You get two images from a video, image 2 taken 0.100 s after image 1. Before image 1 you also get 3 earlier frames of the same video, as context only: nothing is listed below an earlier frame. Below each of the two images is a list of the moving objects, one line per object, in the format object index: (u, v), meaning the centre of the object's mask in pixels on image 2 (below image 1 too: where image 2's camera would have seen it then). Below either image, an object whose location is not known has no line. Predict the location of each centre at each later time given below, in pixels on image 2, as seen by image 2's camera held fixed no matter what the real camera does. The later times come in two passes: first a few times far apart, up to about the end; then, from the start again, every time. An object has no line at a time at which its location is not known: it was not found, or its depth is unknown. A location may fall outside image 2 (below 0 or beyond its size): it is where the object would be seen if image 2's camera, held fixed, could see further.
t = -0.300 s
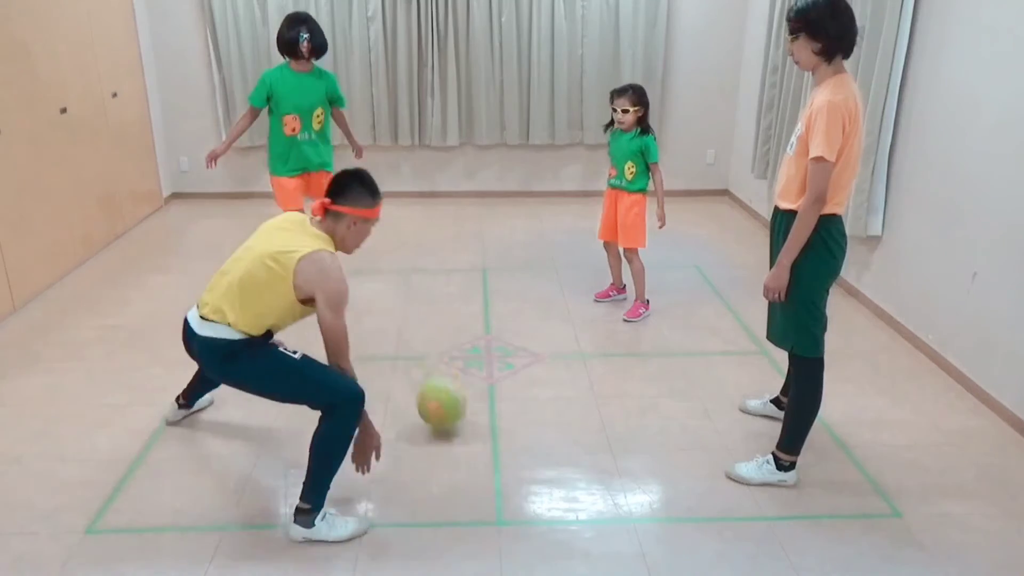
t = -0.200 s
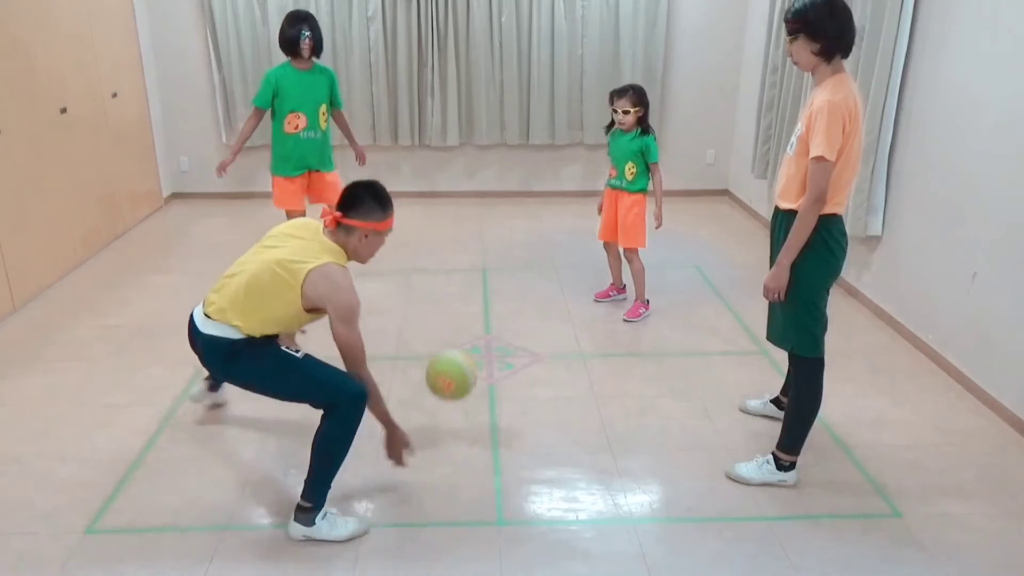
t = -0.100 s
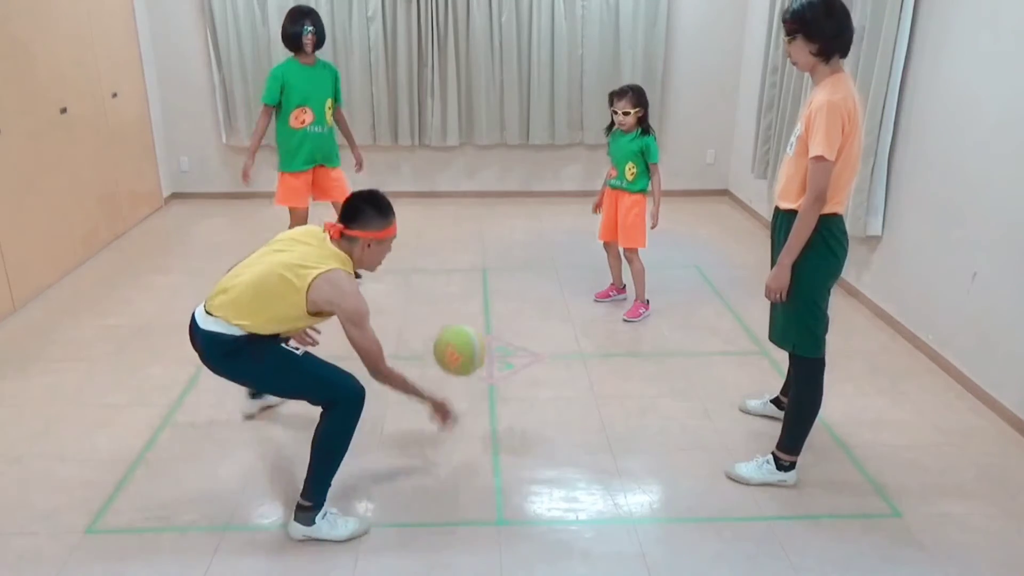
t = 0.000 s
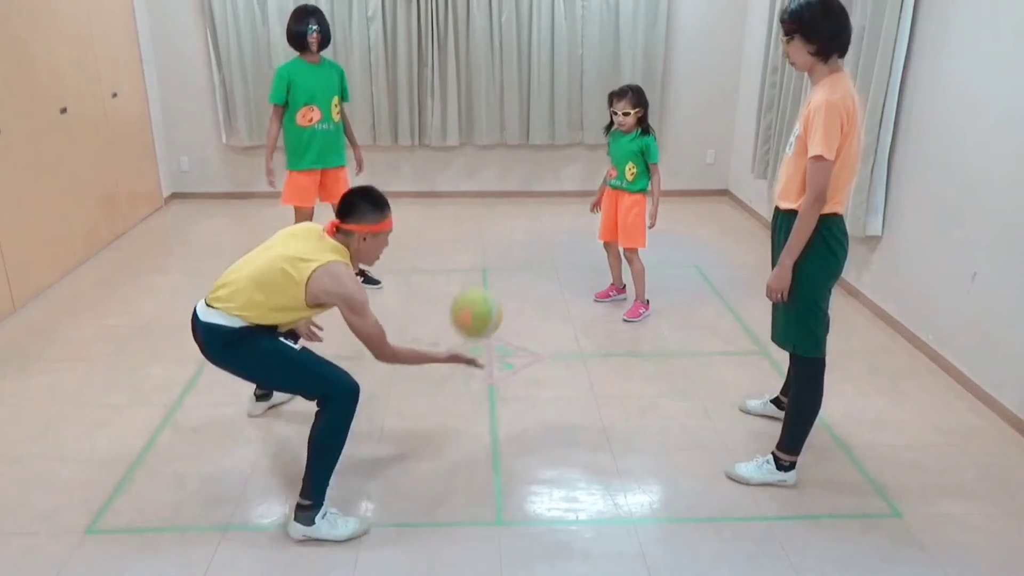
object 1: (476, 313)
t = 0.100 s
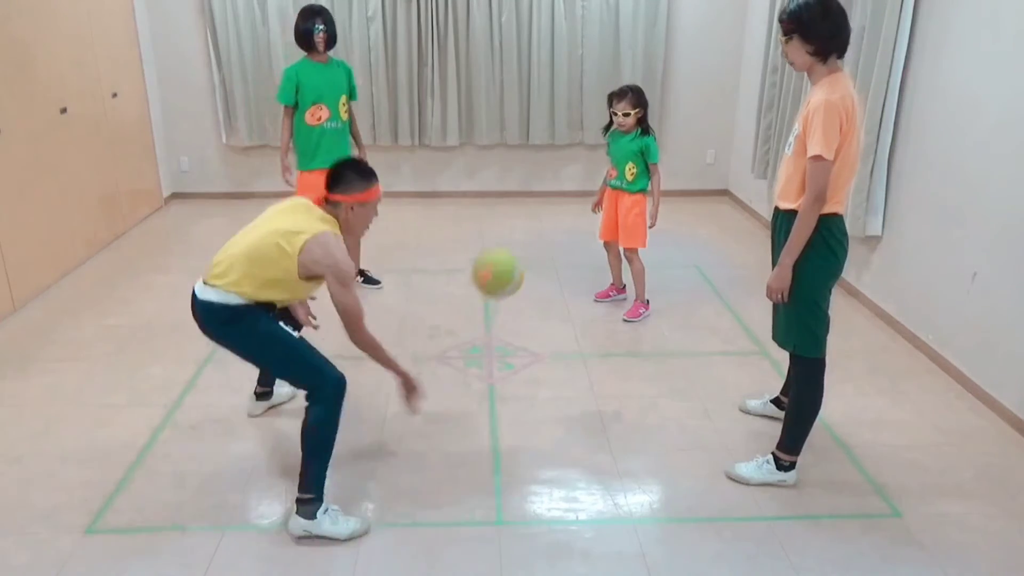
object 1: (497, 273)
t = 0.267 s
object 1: (532, 259)
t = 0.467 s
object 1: (566, 318)
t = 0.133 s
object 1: (505, 265)
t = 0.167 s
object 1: (512, 260)
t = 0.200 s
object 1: (519, 257)
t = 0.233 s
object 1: (526, 257)
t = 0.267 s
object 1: (532, 259)
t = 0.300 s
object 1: (538, 264)
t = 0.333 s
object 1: (545, 271)
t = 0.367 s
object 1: (550, 280)
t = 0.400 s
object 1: (556, 292)
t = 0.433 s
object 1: (560, 305)
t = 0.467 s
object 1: (566, 318)
